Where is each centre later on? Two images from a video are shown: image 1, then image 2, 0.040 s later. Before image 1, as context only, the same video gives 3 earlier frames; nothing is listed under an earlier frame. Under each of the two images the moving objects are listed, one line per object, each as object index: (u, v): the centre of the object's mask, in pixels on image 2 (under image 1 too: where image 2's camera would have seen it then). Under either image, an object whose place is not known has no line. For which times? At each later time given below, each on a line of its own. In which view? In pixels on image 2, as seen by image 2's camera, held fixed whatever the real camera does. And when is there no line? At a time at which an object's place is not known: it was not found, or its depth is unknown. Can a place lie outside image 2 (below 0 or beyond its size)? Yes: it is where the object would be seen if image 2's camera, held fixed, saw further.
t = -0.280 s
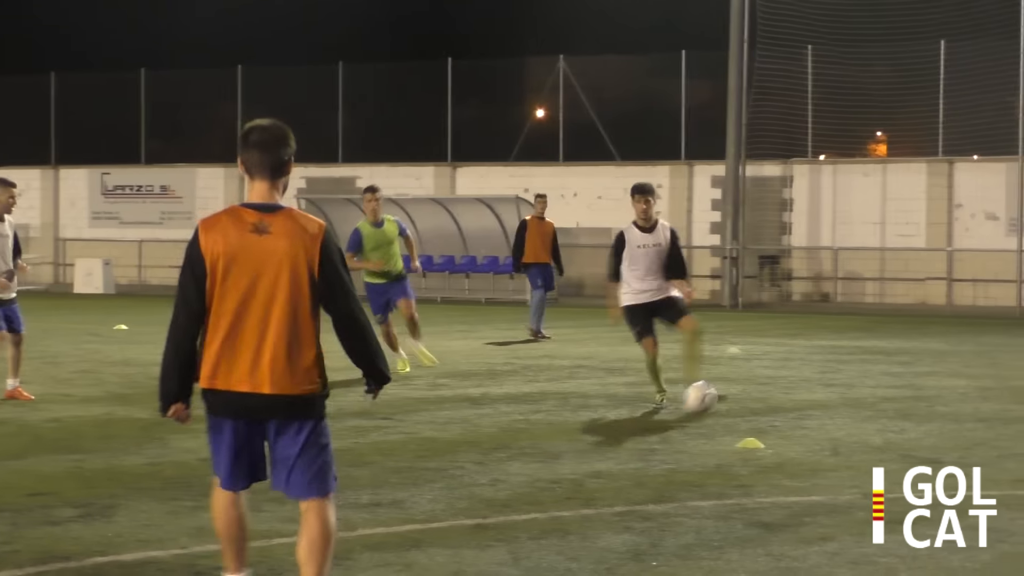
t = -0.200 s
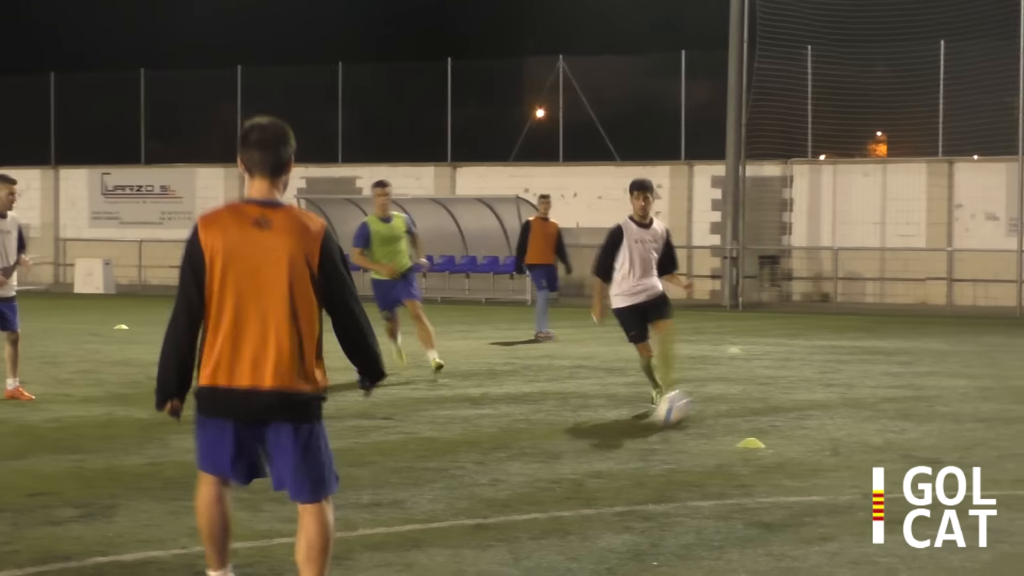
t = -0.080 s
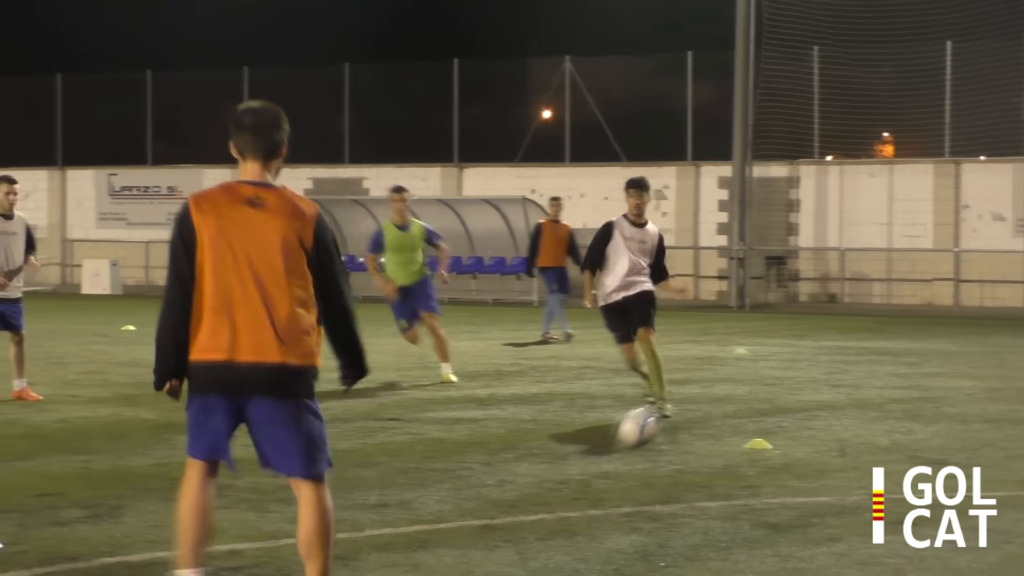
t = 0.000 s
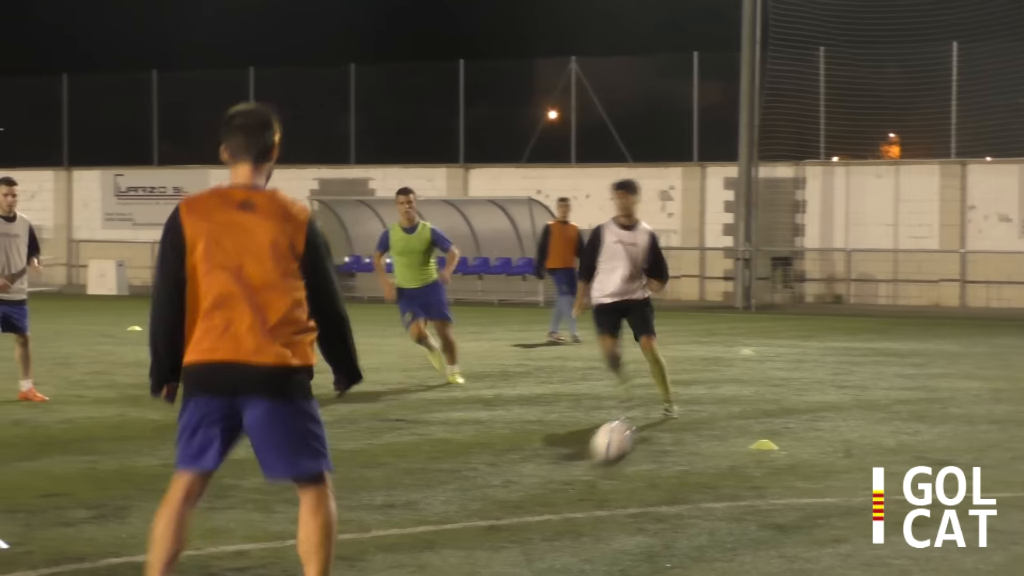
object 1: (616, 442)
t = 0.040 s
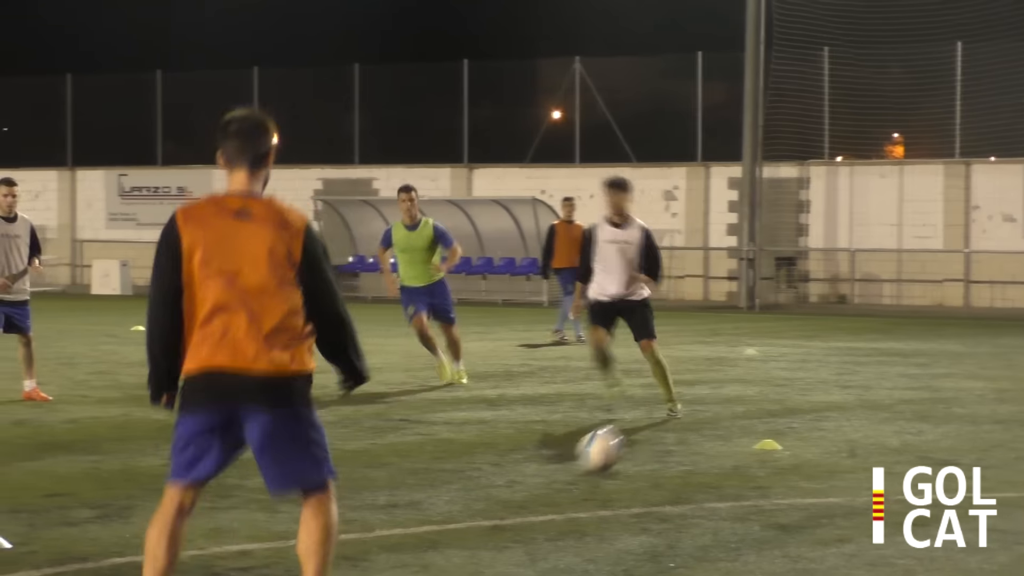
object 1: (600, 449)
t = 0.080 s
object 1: (584, 457)
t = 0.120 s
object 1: (566, 465)
